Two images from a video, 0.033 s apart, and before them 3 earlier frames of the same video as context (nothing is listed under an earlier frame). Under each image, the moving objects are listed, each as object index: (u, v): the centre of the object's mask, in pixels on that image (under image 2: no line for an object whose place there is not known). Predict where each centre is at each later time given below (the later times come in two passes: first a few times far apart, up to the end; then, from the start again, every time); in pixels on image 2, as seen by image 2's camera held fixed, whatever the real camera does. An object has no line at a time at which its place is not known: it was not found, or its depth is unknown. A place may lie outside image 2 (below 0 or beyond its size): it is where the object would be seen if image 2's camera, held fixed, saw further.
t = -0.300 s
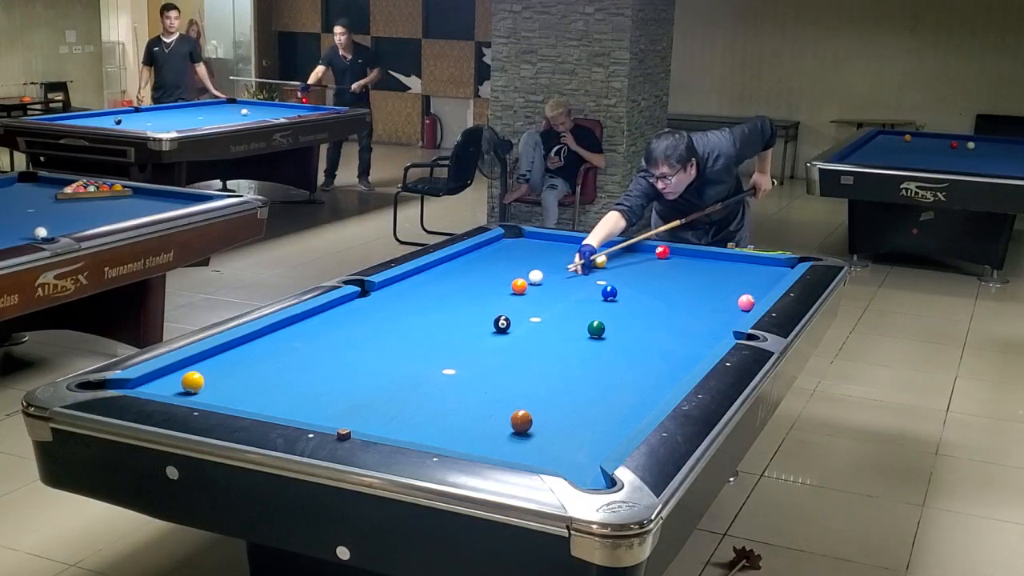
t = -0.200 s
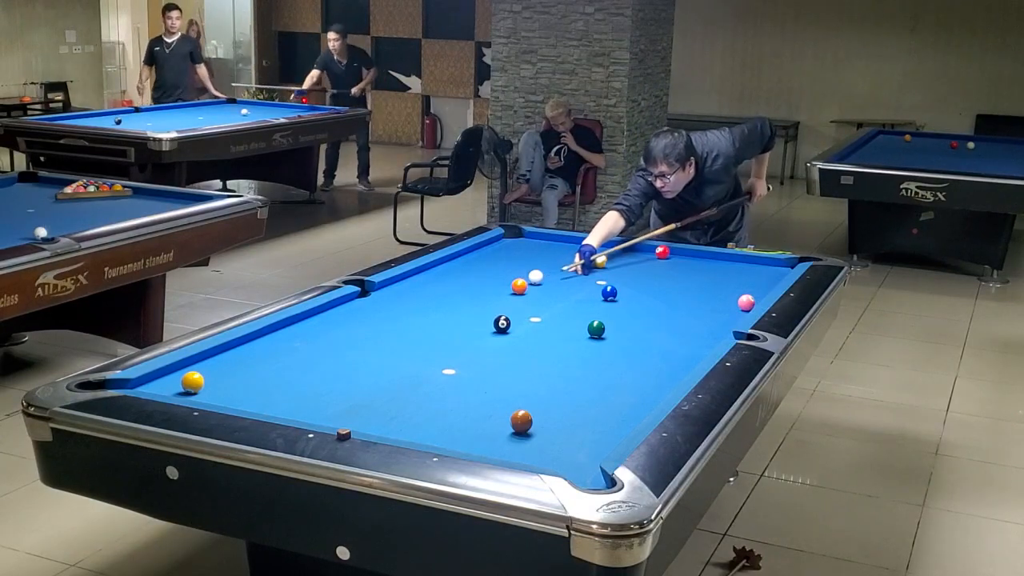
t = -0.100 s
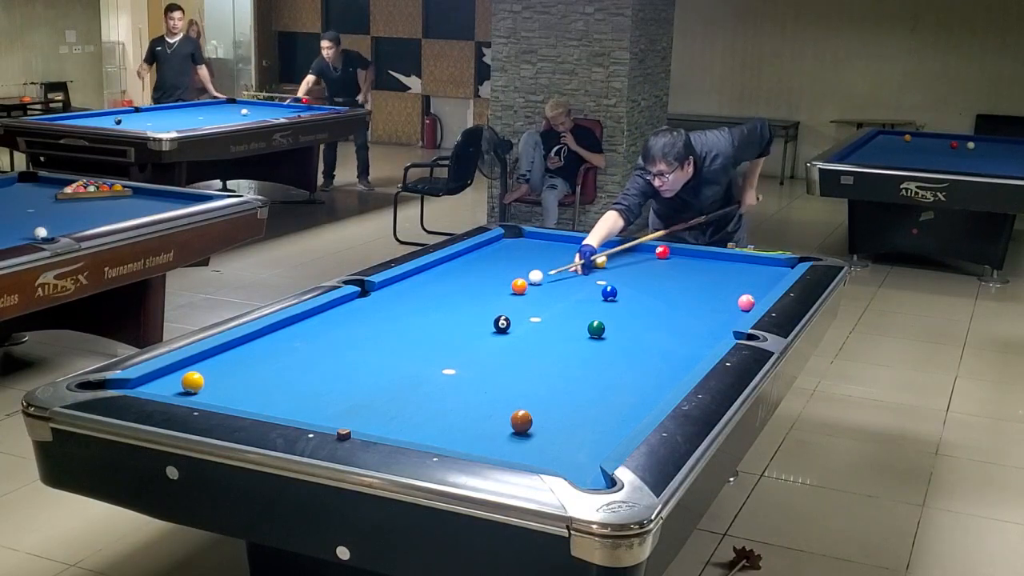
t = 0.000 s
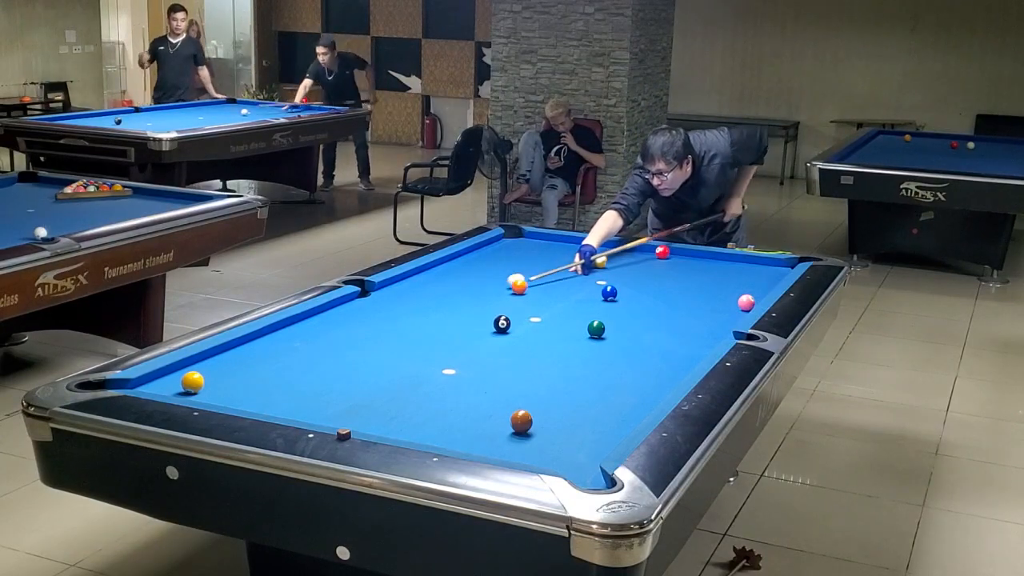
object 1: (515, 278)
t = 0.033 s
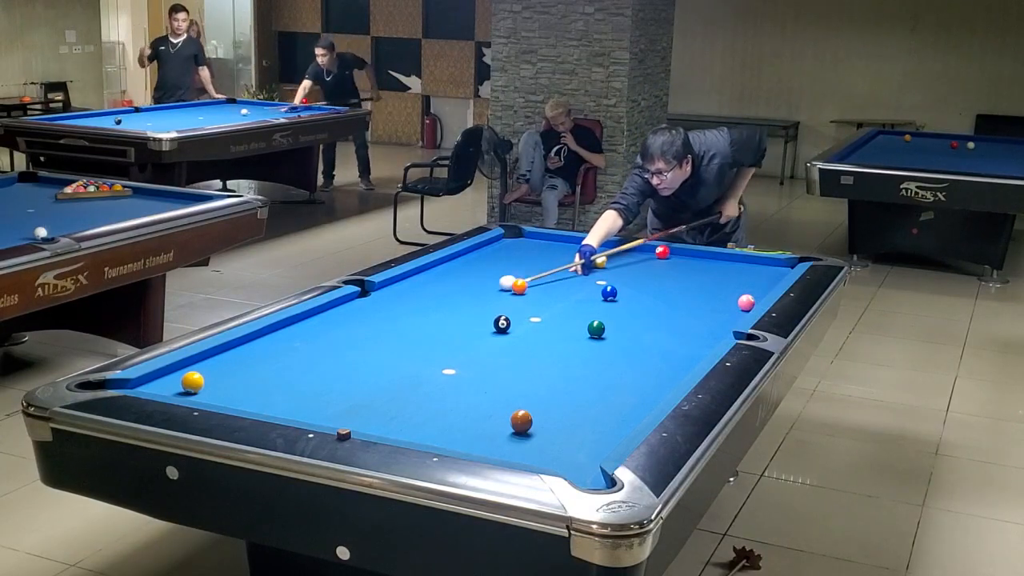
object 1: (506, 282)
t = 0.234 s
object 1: (462, 292)
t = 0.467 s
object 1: (405, 305)
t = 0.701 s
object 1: (343, 318)
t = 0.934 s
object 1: (275, 332)
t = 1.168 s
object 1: (242, 349)
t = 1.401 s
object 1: (217, 368)
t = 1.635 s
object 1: (210, 379)
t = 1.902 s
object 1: (216, 386)
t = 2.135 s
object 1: (221, 392)
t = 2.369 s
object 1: (226, 396)
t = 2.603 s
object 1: (230, 400)
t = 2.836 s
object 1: (234, 403)
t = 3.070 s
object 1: (245, 405)
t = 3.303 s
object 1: (261, 407)
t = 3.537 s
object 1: (277, 409)
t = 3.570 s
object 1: (279, 409)
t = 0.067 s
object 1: (500, 284)
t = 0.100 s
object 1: (492, 286)
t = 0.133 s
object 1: (485, 287)
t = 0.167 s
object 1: (477, 289)
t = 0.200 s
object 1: (469, 291)
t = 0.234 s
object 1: (462, 292)
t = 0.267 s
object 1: (454, 294)
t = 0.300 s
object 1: (446, 296)
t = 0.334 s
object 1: (438, 297)
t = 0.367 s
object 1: (430, 299)
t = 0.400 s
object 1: (421, 301)
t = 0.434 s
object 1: (413, 303)
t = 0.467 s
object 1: (405, 305)
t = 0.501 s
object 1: (396, 306)
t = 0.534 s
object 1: (388, 308)
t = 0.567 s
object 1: (379, 310)
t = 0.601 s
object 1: (370, 312)
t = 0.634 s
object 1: (361, 314)
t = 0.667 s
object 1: (352, 316)
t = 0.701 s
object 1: (343, 318)
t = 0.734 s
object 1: (333, 320)
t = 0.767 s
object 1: (324, 322)
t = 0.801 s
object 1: (315, 324)
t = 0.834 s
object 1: (305, 326)
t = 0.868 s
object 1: (295, 328)
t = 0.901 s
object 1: (285, 330)
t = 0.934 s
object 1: (275, 332)
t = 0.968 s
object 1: (265, 334)
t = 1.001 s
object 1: (259, 337)
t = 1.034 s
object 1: (255, 339)
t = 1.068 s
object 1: (252, 341)
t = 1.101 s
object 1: (249, 344)
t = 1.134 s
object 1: (245, 346)
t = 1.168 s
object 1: (242, 349)
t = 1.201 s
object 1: (238, 352)
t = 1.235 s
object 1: (235, 354)
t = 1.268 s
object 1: (231, 357)
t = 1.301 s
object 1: (228, 360)
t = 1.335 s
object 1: (224, 362)
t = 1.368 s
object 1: (220, 365)
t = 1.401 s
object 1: (217, 368)
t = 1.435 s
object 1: (213, 371)
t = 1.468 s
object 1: (210, 373)
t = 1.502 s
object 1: (208, 376)
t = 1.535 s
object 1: (207, 377)
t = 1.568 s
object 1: (208, 378)
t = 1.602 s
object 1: (209, 379)
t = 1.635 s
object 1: (210, 379)
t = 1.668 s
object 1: (211, 380)
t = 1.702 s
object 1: (211, 381)
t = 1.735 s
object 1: (212, 382)
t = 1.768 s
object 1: (213, 383)
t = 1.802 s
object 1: (214, 384)
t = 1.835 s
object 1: (215, 385)
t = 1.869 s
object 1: (215, 385)
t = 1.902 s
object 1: (216, 386)
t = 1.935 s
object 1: (217, 387)
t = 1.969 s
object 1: (217, 388)
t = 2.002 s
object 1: (218, 389)
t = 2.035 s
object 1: (219, 390)
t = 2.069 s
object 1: (220, 390)
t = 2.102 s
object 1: (220, 391)
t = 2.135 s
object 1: (221, 392)
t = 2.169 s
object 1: (222, 393)
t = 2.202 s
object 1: (222, 393)
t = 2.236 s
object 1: (223, 394)
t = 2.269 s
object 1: (223, 394)
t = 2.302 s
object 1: (224, 395)
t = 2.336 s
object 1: (225, 396)
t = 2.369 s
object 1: (226, 396)
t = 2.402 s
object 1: (226, 397)
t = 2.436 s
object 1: (227, 397)
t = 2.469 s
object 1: (228, 398)
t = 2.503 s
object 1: (229, 398)
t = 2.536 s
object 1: (229, 398)
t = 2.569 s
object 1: (230, 399)
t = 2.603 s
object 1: (230, 400)
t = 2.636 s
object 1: (230, 400)
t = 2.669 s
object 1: (231, 400)
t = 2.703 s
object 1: (232, 401)
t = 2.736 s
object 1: (233, 401)
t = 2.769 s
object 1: (233, 402)
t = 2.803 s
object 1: (233, 402)
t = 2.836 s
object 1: (234, 403)
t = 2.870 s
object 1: (234, 403)
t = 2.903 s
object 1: (235, 403)
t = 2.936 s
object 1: (236, 404)
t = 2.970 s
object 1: (237, 404)
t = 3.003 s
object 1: (239, 404)
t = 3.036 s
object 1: (242, 405)
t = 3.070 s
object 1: (245, 405)
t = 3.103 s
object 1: (247, 405)
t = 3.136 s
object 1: (250, 405)
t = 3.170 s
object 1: (252, 406)
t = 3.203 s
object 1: (255, 406)
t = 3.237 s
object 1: (256, 407)
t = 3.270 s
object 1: (259, 407)
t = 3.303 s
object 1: (261, 407)
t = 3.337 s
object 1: (264, 407)
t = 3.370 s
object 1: (266, 407)
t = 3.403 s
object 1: (268, 408)
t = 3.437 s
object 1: (271, 408)
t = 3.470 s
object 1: (273, 408)
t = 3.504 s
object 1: (275, 409)
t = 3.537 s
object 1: (277, 409)
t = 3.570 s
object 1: (279, 409)
